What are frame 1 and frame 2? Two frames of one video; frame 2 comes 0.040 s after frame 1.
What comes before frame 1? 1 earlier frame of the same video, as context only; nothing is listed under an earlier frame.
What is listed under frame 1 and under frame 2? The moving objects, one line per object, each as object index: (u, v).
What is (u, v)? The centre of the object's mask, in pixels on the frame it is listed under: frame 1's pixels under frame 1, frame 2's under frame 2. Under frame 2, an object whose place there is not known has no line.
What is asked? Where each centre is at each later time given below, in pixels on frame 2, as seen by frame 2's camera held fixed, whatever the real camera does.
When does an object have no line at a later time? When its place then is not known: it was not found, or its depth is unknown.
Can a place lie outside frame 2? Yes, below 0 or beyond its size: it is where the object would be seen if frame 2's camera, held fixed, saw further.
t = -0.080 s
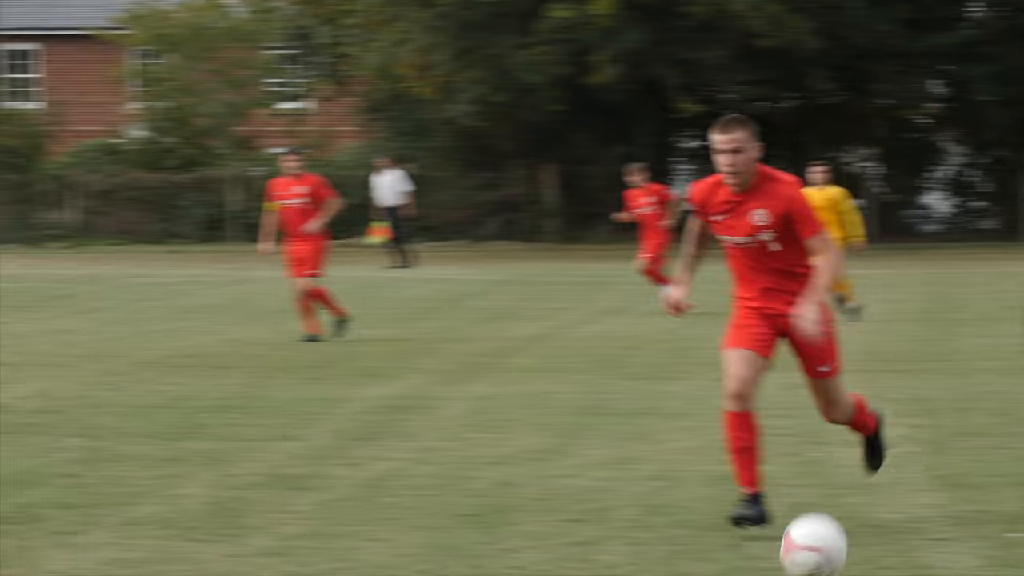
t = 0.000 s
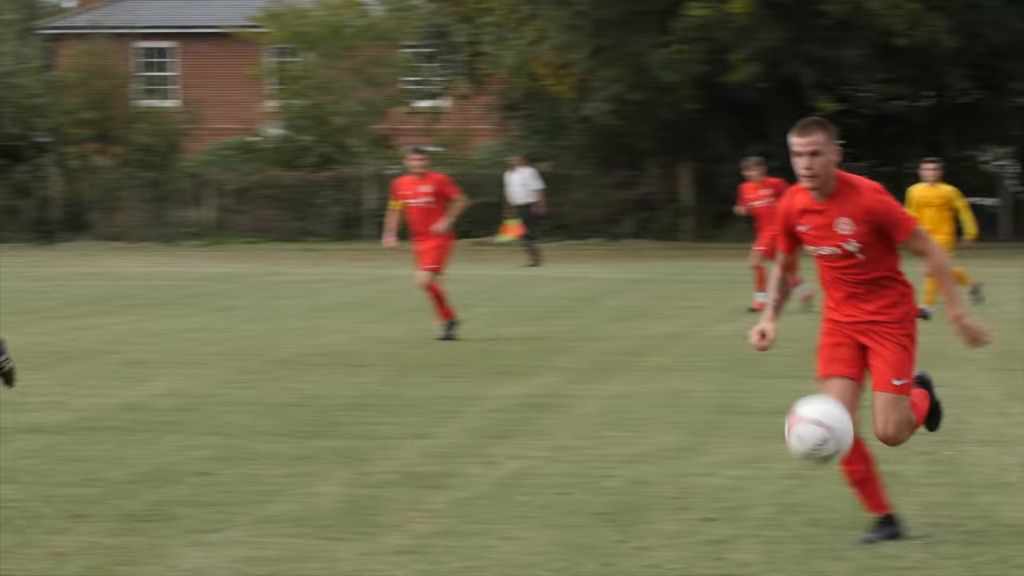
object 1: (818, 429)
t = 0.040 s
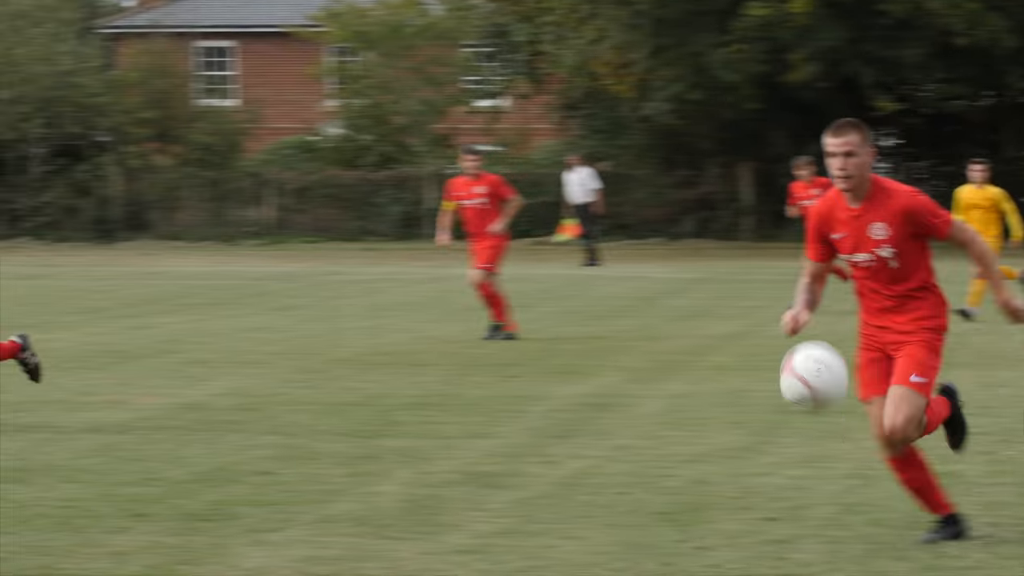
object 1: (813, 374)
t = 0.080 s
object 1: (743, 325)
